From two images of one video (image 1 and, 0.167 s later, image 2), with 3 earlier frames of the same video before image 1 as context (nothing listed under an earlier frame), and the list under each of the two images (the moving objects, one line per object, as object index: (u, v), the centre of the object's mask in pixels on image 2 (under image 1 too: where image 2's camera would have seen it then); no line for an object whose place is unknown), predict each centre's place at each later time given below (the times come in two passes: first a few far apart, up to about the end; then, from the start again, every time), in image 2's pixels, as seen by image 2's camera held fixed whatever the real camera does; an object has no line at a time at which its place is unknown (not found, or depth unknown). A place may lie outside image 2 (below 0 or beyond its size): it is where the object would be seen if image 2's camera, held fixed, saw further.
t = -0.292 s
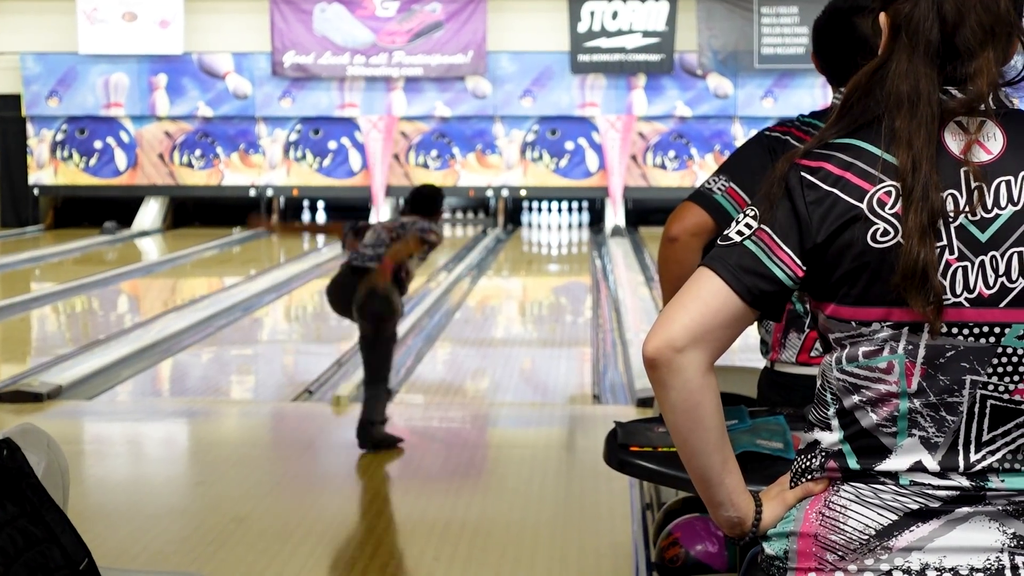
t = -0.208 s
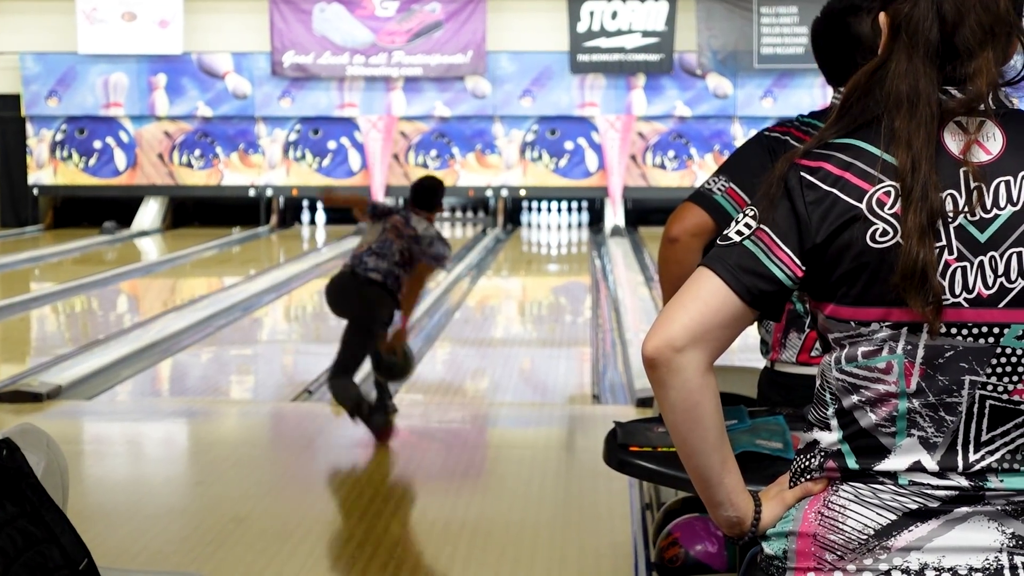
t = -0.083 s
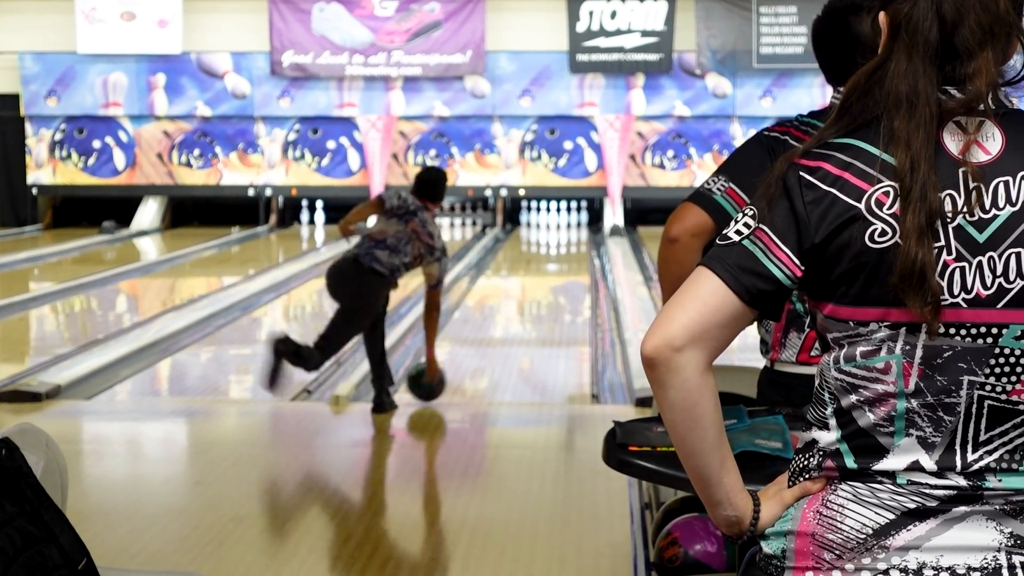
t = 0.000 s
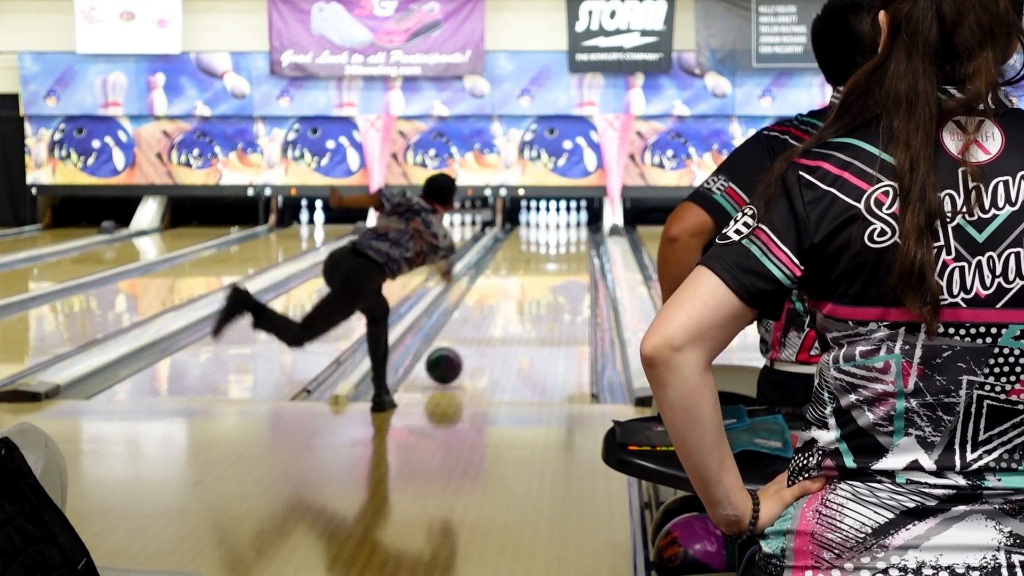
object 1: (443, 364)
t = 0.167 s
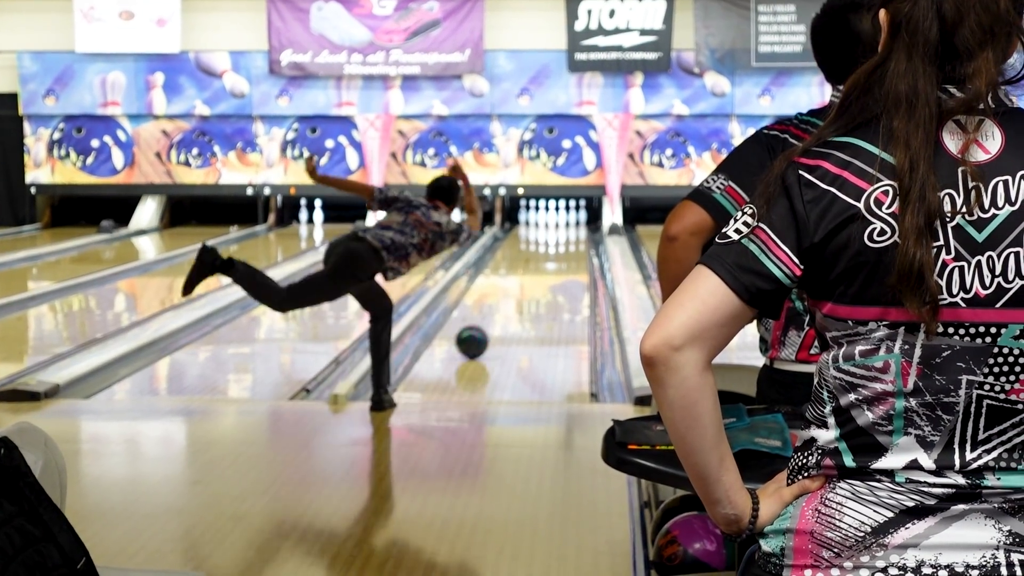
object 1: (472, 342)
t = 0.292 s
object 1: (490, 325)
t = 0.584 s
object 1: (521, 296)
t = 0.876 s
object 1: (543, 274)
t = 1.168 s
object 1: (559, 258)
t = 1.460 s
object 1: (570, 246)
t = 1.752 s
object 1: (574, 236)
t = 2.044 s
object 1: (571, 228)
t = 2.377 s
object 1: (558, 221)
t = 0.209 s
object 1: (479, 335)
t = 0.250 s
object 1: (484, 331)
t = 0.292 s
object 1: (490, 325)
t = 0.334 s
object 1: (494, 321)
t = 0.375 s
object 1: (501, 315)
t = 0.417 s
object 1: (504, 312)
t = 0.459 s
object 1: (509, 307)
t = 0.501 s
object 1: (513, 303)
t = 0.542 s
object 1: (518, 299)
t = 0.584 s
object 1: (521, 296)
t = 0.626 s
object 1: (525, 292)
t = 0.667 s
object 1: (528, 289)
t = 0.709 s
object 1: (531, 285)
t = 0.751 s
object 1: (534, 283)
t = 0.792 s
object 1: (537, 279)
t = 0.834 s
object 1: (540, 277)
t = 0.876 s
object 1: (543, 274)
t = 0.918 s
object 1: (545, 271)
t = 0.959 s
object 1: (548, 268)
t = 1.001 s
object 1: (550, 266)
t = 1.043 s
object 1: (553, 264)
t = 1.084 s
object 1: (555, 262)
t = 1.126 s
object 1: (557, 260)
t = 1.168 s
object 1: (559, 258)
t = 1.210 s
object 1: (561, 256)
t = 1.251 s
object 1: (562, 255)
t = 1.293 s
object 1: (564, 252)
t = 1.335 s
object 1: (565, 251)
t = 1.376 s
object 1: (567, 249)
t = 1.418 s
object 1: (569, 247)
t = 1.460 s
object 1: (570, 246)
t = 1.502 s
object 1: (571, 245)
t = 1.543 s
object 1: (572, 243)
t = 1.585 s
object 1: (572, 242)
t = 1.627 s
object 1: (573, 240)
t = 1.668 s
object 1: (574, 239)
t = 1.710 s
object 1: (574, 237)
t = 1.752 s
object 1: (574, 236)
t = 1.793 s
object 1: (575, 234)
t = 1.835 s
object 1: (575, 233)
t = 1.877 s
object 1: (574, 232)
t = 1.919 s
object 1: (574, 231)
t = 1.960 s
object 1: (573, 230)
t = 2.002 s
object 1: (573, 229)
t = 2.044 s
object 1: (571, 228)
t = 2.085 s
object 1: (570, 227)
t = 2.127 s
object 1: (568, 226)
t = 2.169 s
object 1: (565, 225)
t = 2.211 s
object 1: (563, 224)
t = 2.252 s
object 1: (563, 223)
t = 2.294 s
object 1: (562, 222)
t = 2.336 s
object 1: (561, 222)
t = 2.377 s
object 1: (558, 221)
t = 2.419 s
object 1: (560, 220)
